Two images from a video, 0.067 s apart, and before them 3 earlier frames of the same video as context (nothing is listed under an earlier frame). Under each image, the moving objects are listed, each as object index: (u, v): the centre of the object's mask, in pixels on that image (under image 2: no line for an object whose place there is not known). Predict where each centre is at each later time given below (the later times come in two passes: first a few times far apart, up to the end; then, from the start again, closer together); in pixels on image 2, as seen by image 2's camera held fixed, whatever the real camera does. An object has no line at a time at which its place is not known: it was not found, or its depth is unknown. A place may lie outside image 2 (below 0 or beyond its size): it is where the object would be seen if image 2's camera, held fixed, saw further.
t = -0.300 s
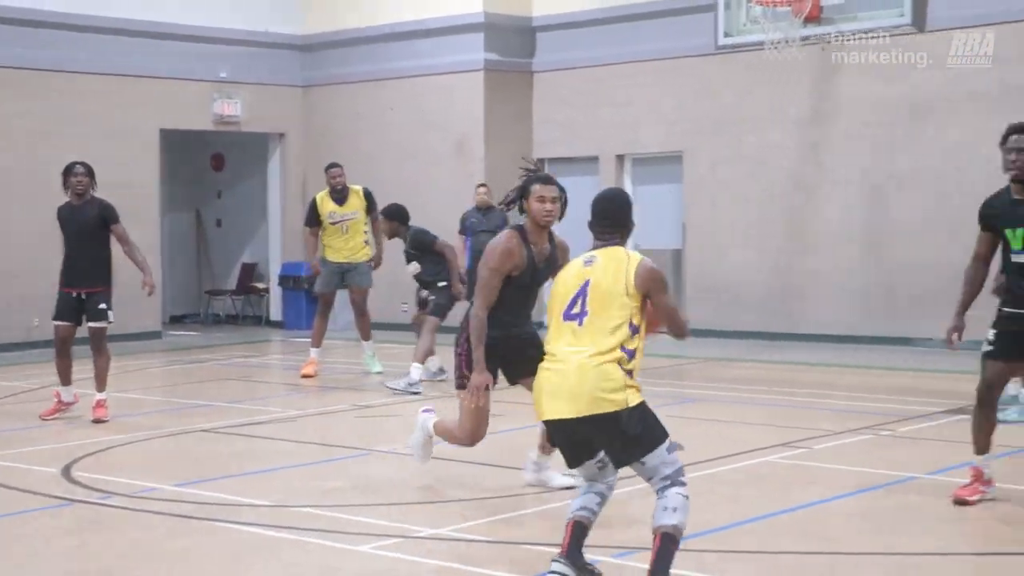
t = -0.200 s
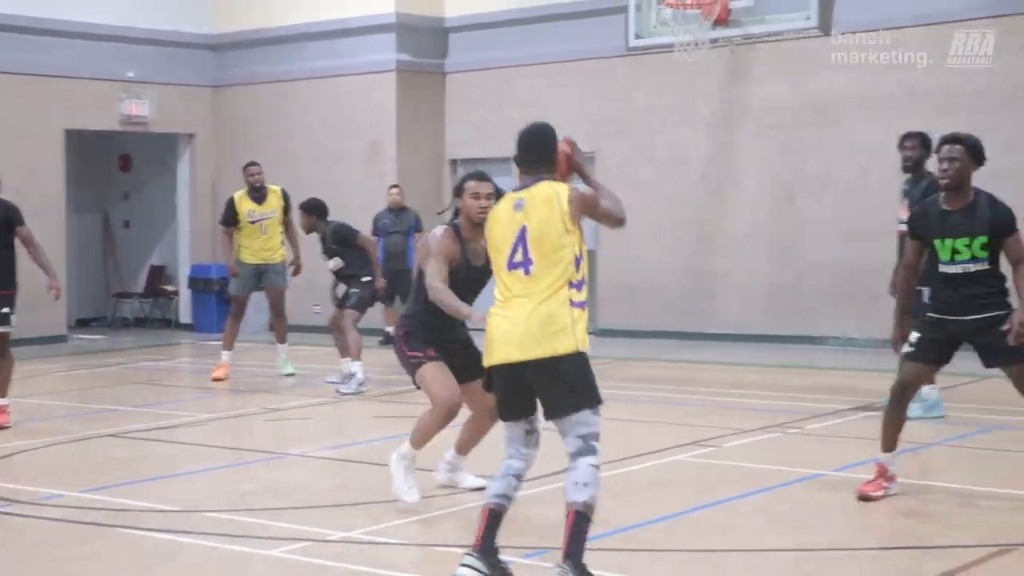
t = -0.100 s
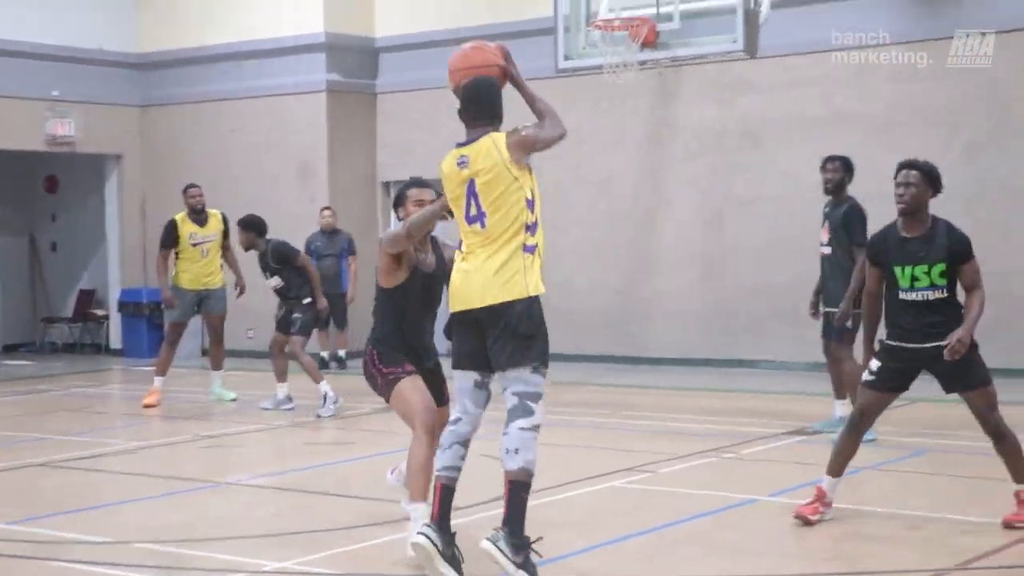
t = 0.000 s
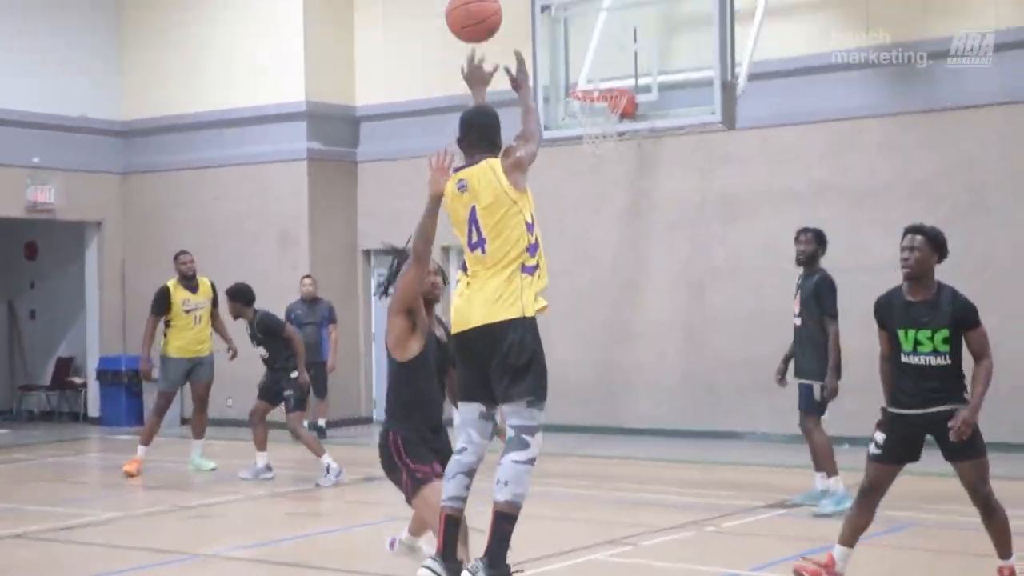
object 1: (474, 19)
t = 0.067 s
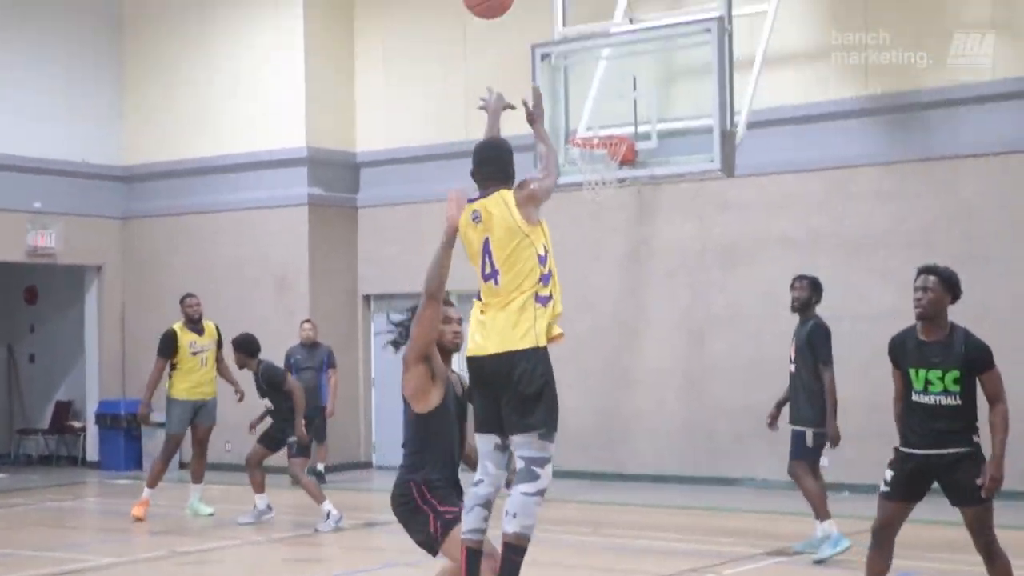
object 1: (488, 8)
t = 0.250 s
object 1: (520, -119)
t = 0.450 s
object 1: (550, -161)
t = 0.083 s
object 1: (491, -5)
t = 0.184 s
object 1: (509, -73)
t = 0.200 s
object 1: (513, -85)
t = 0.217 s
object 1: (515, -95)
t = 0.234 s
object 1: (517, -108)
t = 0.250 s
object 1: (520, -119)
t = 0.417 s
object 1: (546, -165)
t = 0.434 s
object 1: (547, -164)
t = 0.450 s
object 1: (550, -161)
